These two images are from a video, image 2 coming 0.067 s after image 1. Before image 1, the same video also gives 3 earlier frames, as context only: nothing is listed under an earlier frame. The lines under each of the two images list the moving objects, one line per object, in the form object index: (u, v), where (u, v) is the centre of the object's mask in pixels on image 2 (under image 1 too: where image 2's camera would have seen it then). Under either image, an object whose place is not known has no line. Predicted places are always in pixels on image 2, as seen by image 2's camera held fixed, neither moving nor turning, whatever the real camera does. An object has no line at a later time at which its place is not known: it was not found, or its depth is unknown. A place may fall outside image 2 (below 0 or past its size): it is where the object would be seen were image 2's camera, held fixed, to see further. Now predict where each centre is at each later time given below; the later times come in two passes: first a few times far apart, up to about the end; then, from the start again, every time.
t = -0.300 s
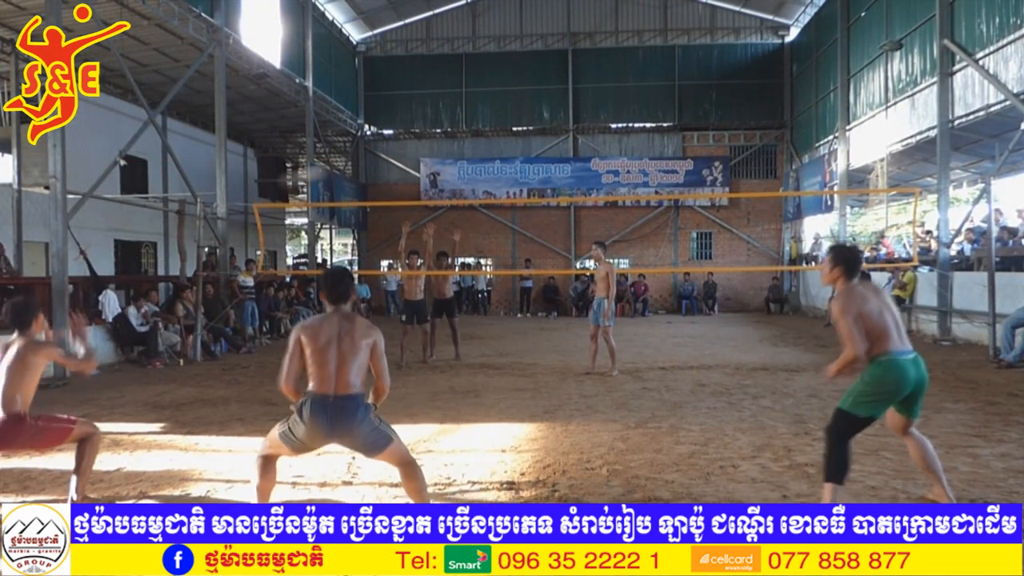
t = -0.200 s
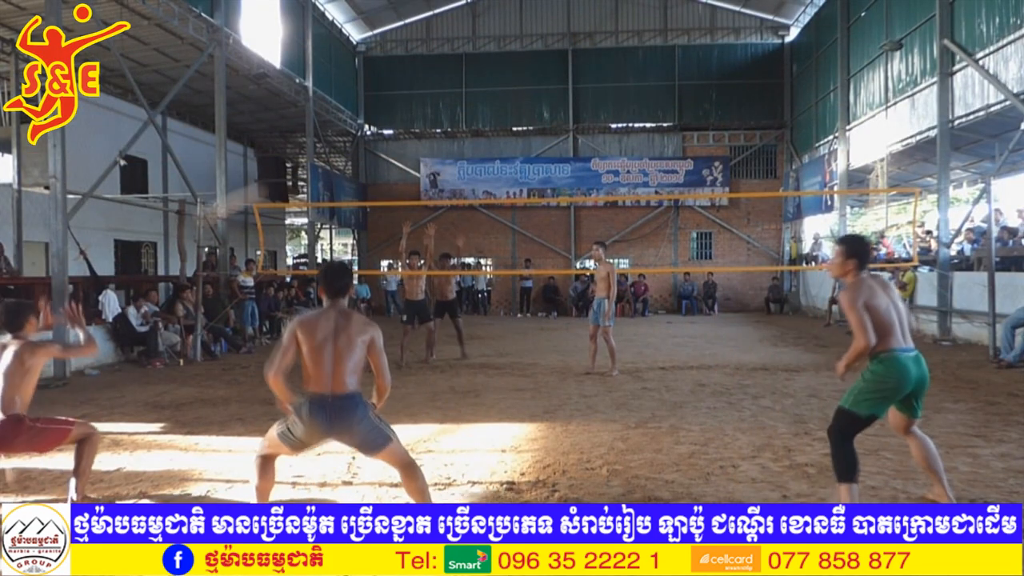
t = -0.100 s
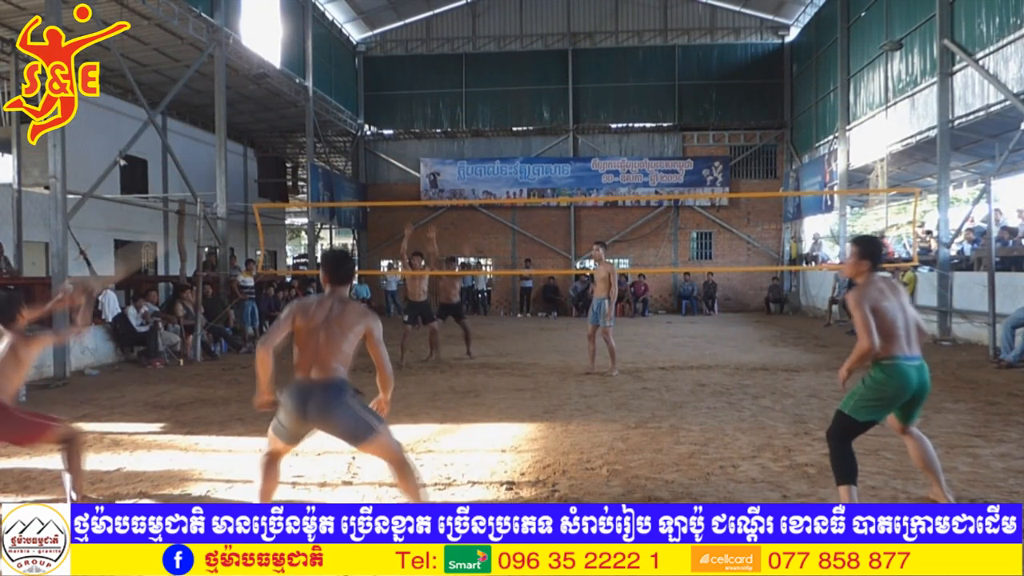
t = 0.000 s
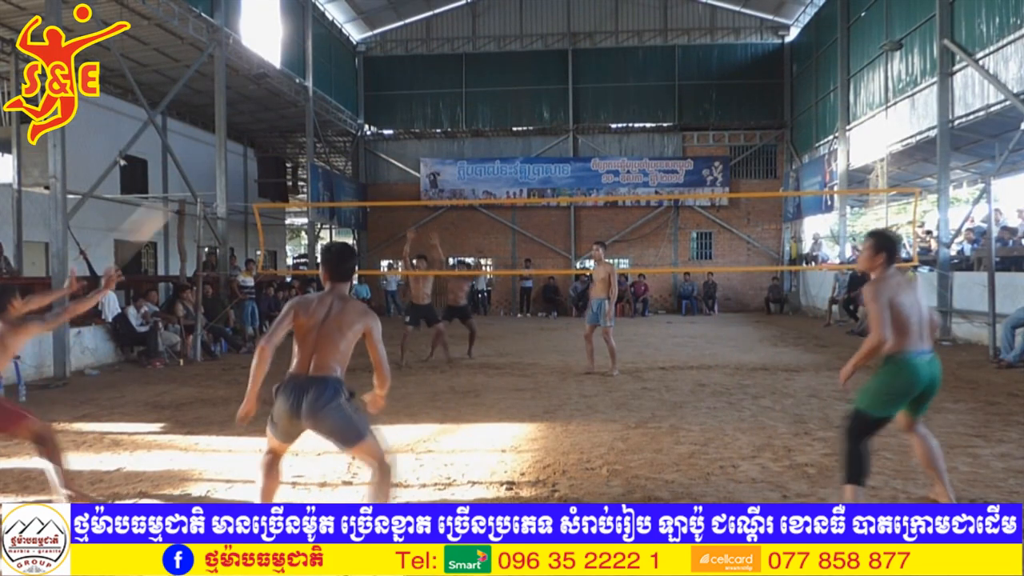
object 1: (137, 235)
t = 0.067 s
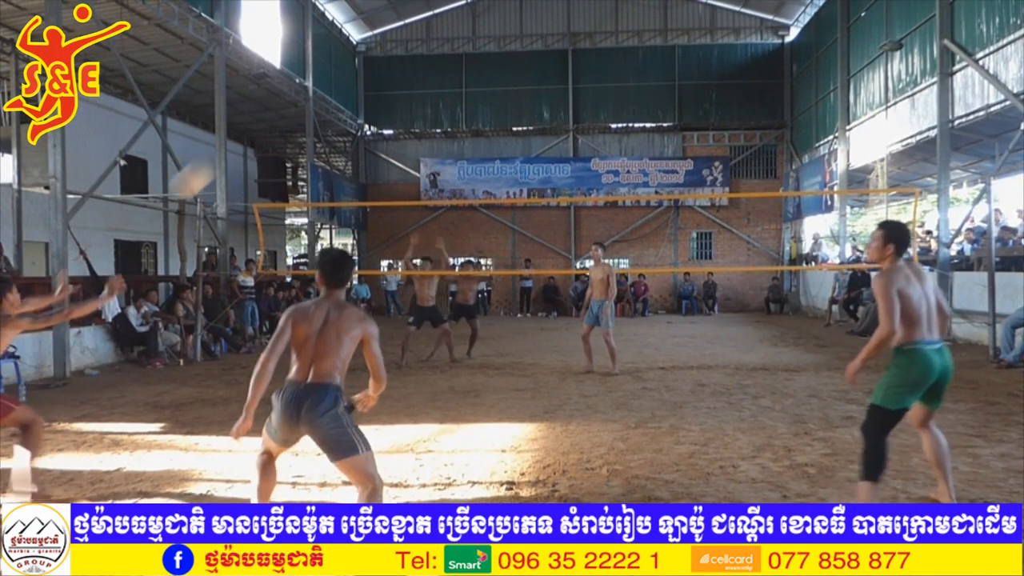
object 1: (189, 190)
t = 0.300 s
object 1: (317, 104)
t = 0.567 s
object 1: (430, 92)
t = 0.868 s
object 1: (521, 151)
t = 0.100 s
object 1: (209, 172)
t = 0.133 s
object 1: (230, 157)
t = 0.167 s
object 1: (250, 143)
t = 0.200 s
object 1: (266, 131)
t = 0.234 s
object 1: (284, 120)
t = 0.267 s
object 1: (301, 111)
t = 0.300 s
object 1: (317, 104)
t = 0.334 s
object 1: (334, 97)
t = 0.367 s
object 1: (349, 93)
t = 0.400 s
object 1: (364, 90)
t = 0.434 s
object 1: (378, 88)
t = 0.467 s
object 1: (391, 87)
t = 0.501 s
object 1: (404, 88)
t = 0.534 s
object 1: (417, 89)
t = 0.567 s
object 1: (430, 92)
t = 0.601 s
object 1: (441, 96)
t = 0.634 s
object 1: (452, 99)
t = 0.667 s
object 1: (461, 102)
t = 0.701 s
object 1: (475, 111)
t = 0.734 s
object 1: (486, 119)
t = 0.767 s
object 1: (497, 125)
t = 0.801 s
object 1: (504, 133)
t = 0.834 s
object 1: (514, 145)
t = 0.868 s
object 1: (521, 151)
